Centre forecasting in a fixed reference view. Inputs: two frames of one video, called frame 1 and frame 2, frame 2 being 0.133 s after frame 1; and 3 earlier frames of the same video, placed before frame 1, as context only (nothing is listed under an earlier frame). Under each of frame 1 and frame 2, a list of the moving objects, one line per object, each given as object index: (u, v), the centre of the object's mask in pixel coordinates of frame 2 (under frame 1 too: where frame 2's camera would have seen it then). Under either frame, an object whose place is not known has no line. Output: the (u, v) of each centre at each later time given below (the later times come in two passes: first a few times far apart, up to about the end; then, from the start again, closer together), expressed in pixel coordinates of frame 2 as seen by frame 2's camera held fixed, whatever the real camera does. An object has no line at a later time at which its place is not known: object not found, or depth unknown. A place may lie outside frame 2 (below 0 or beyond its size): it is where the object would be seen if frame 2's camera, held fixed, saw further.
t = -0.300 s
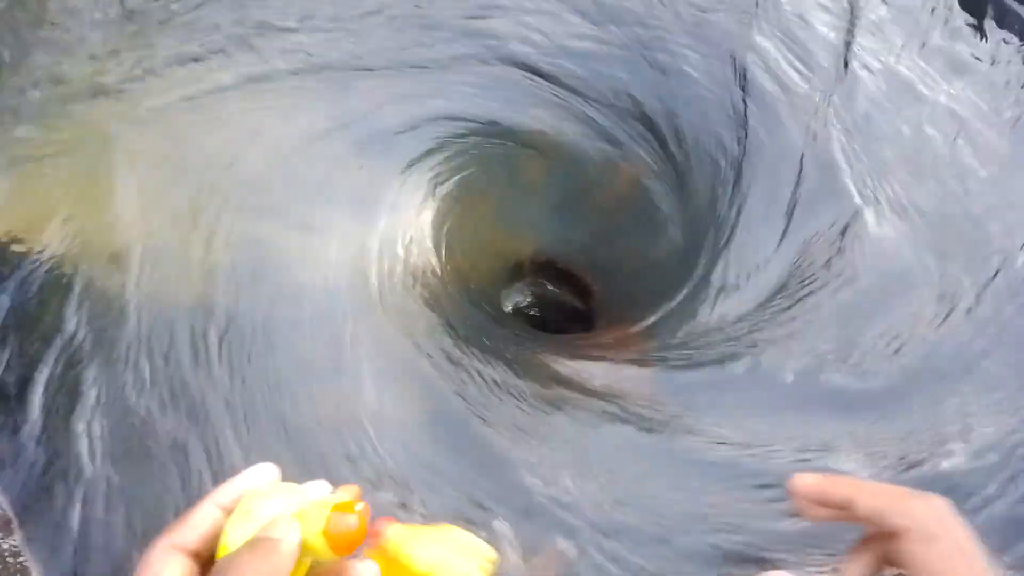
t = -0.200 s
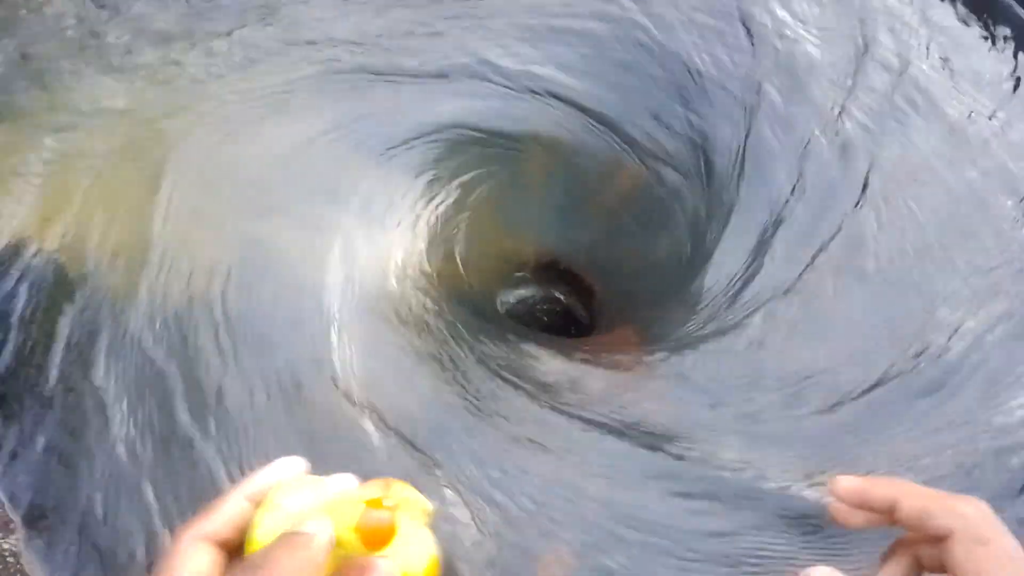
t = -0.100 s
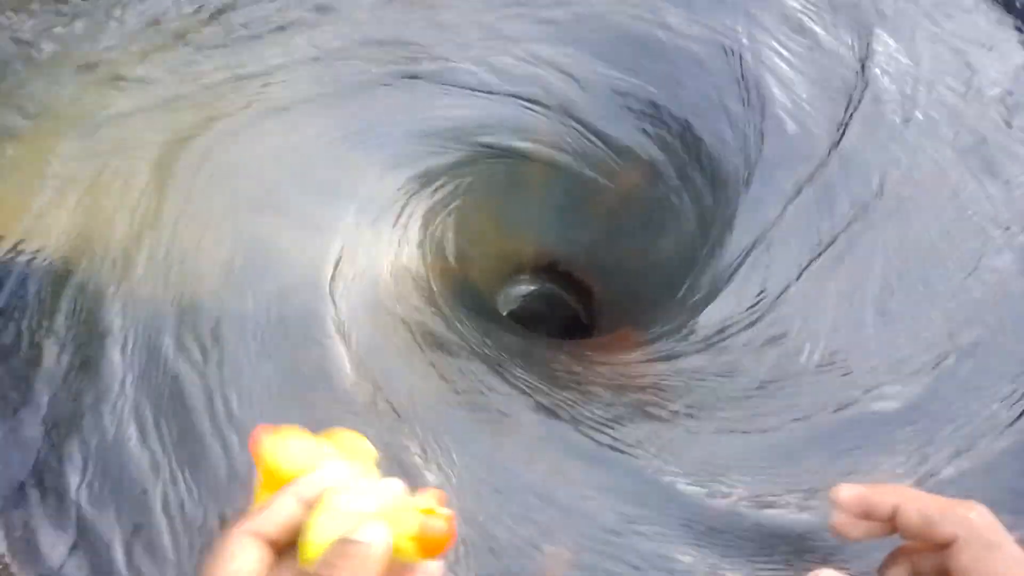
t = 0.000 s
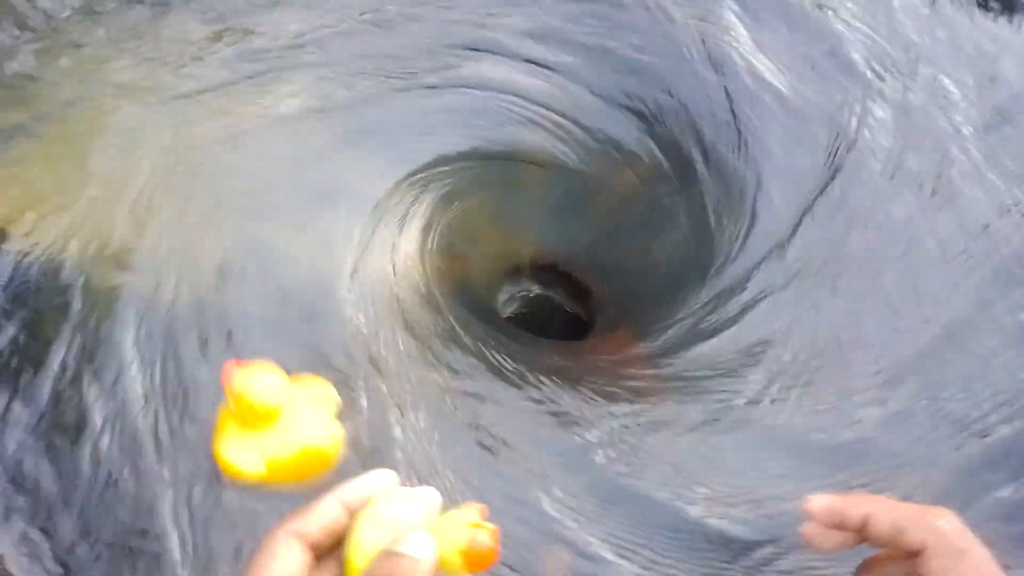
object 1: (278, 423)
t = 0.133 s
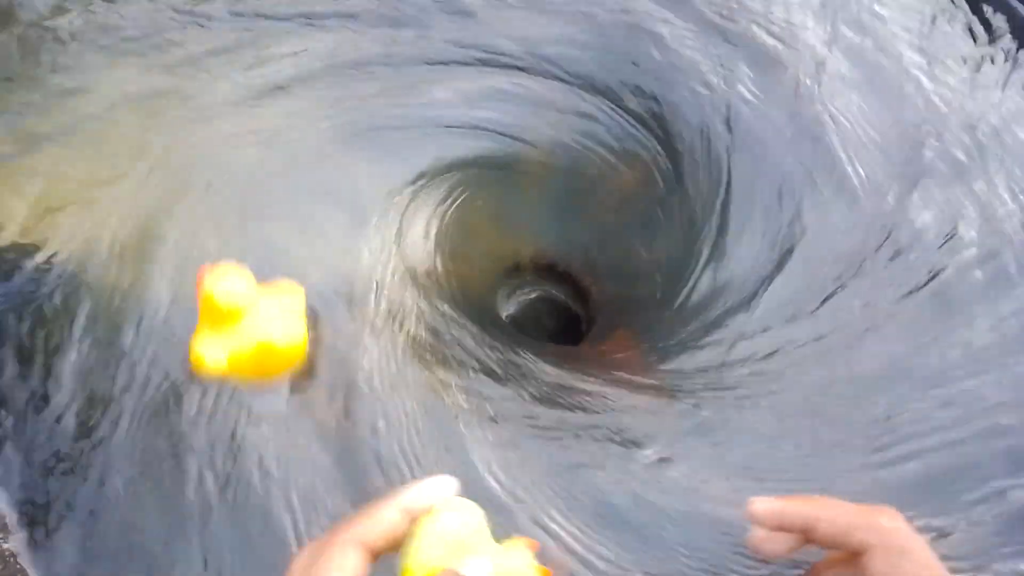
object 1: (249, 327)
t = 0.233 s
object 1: (249, 251)
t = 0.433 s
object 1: (314, 125)
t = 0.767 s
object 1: (553, 67)
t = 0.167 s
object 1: (249, 300)
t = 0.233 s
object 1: (249, 251)
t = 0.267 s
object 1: (263, 221)
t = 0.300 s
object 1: (269, 200)
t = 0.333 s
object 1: (279, 181)
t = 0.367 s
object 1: (290, 162)
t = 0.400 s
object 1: (302, 142)
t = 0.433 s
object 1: (314, 125)
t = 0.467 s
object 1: (328, 111)
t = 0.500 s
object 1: (345, 99)
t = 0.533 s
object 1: (363, 89)
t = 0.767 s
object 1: (553, 67)
